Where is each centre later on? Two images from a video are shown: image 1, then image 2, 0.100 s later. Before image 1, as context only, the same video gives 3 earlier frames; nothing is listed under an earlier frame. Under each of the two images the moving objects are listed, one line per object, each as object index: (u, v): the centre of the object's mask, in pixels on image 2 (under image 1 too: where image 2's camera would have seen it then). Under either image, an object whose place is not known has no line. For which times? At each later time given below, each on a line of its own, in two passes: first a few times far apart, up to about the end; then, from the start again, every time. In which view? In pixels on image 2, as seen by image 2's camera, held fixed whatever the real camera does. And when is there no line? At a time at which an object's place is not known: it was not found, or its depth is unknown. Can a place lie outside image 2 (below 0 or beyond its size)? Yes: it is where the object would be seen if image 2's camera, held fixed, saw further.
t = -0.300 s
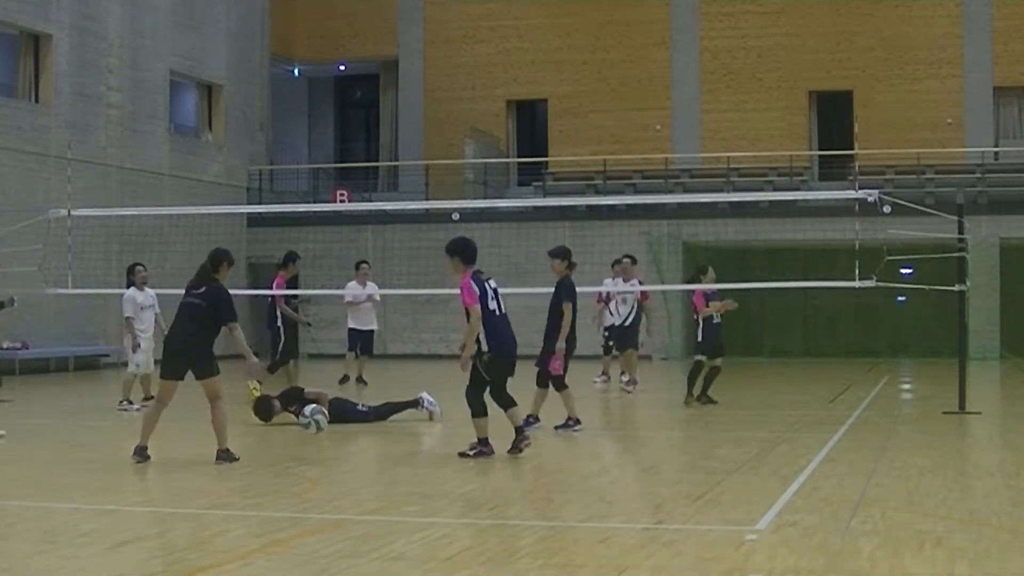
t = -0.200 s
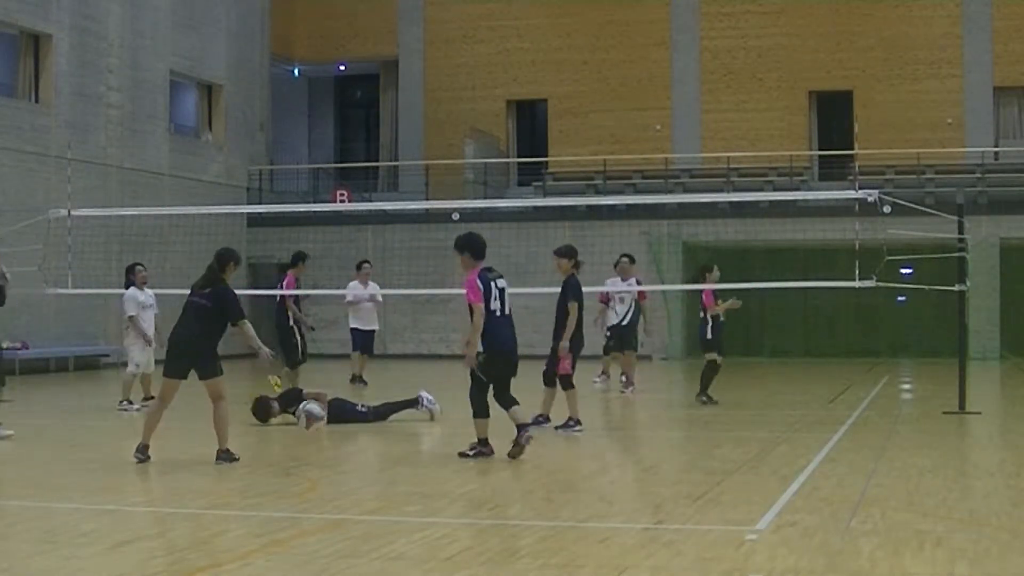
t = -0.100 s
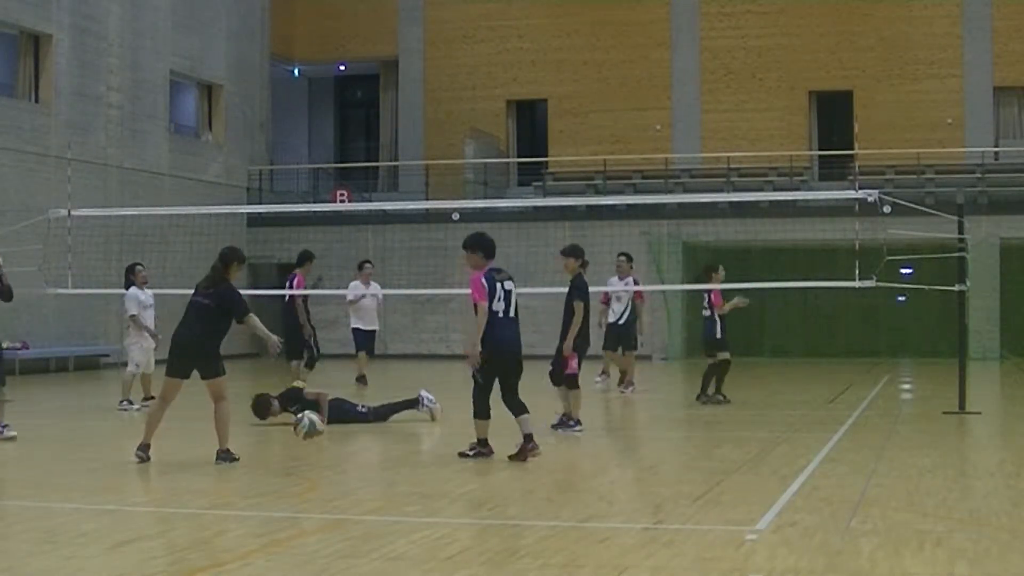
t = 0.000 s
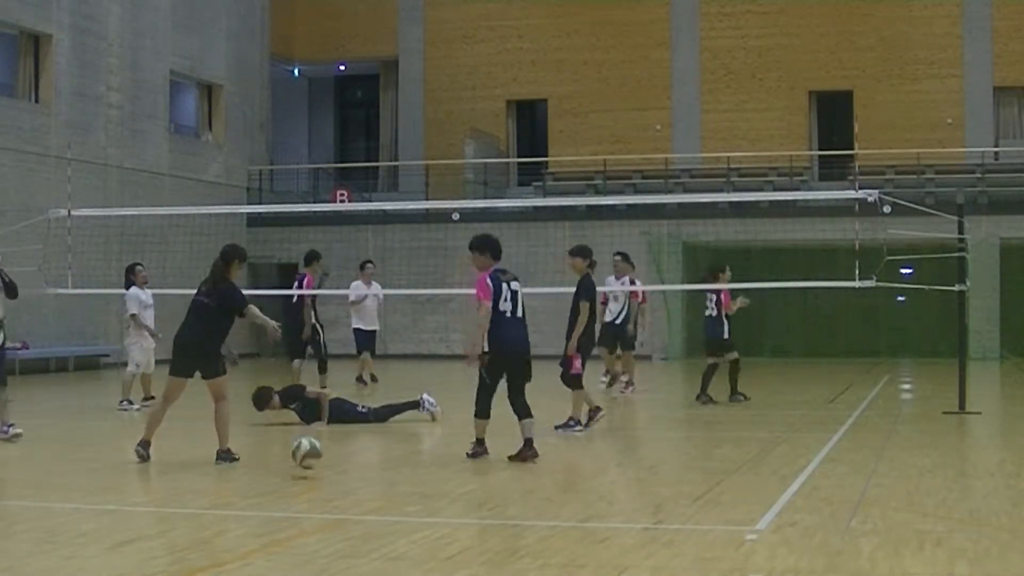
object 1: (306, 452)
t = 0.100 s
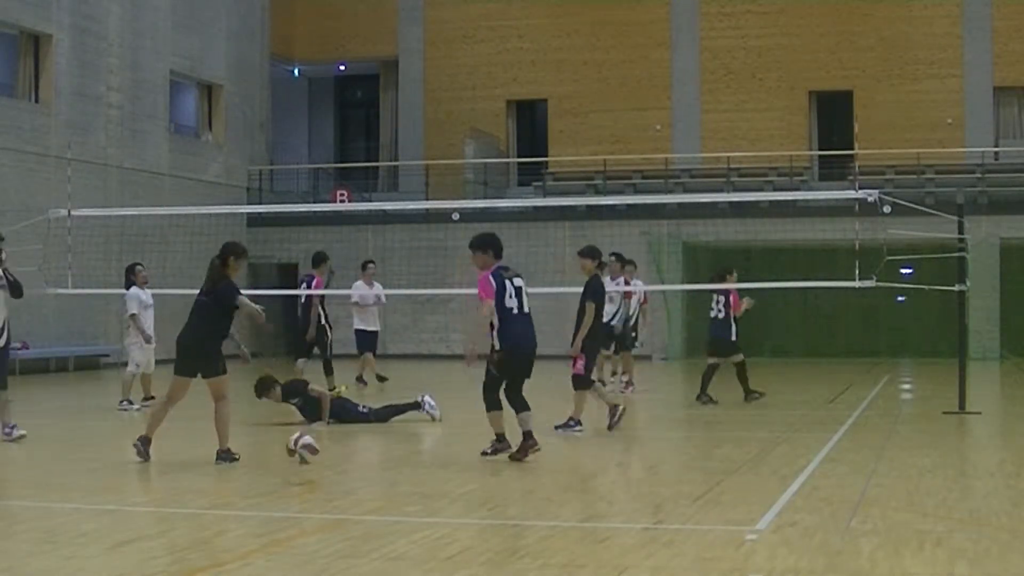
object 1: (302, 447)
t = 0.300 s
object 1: (295, 441)
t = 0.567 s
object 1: (282, 473)
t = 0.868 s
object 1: (269, 523)
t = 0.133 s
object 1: (301, 442)
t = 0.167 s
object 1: (300, 437)
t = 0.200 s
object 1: (298, 436)
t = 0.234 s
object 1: (297, 436)
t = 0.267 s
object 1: (296, 437)
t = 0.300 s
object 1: (295, 441)
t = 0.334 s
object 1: (294, 445)
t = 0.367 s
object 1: (291, 453)
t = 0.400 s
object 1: (290, 463)
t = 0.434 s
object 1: (287, 475)
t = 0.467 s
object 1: (286, 491)
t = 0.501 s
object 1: (285, 484)
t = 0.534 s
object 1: (284, 477)
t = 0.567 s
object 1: (282, 473)
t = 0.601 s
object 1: (282, 470)
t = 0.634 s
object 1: (279, 469)
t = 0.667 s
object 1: (279, 470)
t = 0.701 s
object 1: (277, 473)
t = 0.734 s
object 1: (275, 479)
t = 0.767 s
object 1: (274, 488)
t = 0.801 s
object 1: (273, 499)
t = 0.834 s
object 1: (270, 512)
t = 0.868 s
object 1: (269, 523)
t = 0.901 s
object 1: (267, 513)
